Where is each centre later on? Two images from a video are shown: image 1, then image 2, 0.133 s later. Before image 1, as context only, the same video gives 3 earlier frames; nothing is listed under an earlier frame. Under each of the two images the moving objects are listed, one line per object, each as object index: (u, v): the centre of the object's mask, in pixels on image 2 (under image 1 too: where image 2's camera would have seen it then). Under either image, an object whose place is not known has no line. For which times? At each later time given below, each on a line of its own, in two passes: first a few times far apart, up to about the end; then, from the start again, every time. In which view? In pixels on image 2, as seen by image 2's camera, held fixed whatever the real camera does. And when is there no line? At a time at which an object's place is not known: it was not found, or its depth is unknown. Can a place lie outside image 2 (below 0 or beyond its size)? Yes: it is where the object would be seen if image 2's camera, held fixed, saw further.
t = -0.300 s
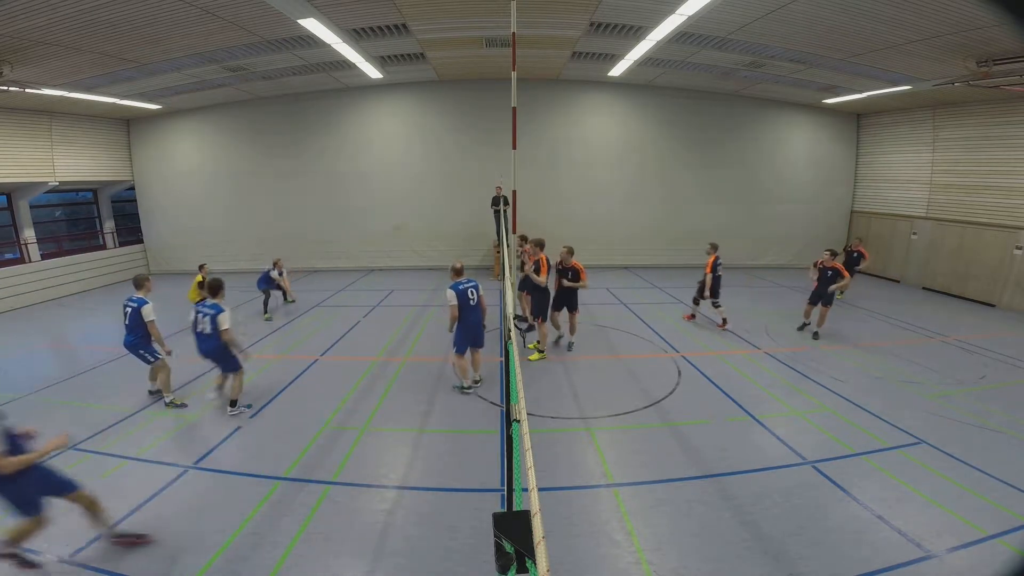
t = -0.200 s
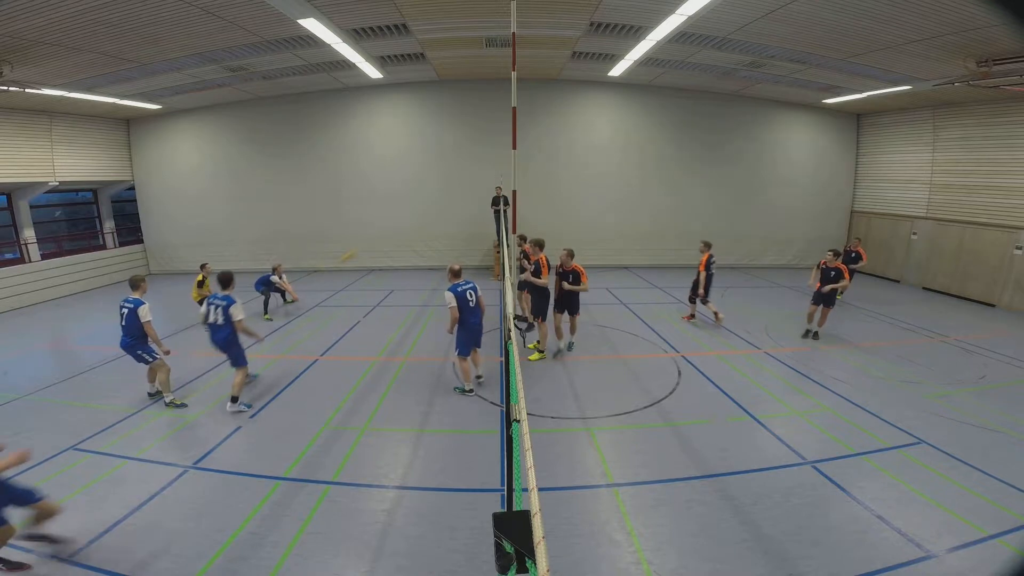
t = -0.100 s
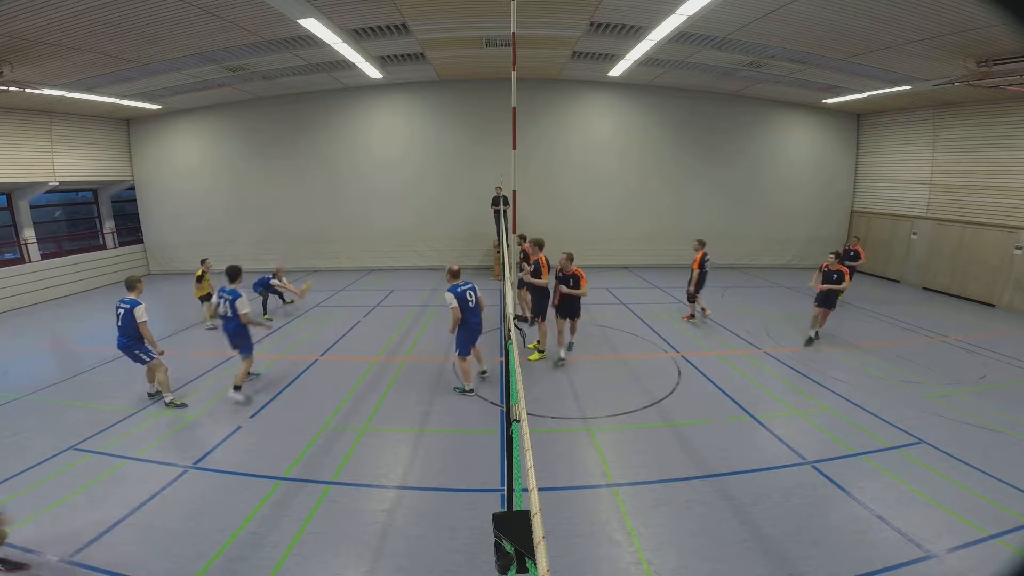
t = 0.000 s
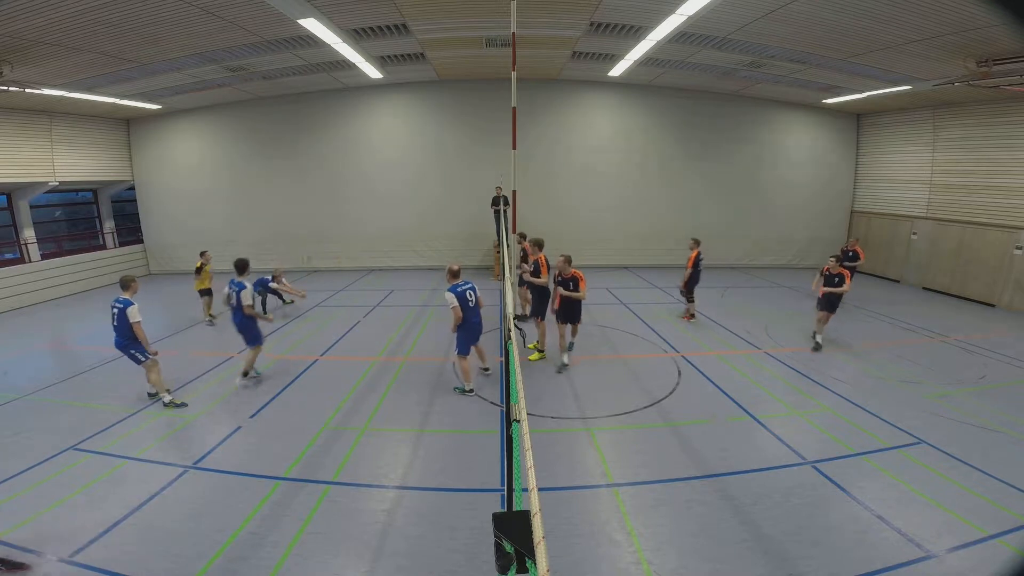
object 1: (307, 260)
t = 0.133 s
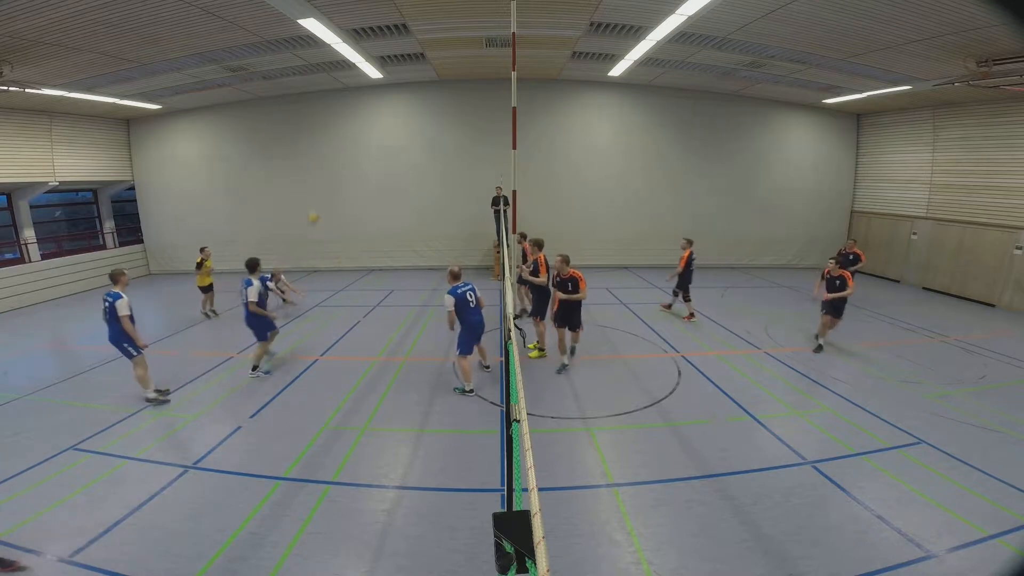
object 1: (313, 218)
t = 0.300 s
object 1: (326, 175)
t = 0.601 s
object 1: (356, 125)
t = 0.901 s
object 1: (387, 113)
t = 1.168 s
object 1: (420, 140)
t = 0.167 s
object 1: (316, 208)
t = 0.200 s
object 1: (318, 201)
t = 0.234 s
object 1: (320, 192)
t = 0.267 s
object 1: (323, 184)
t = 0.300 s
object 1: (326, 175)
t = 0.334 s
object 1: (331, 167)
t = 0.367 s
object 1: (333, 160)
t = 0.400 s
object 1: (336, 154)
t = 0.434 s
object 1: (339, 149)
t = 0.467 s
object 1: (341, 143)
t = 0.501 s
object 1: (345, 137)
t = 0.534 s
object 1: (349, 134)
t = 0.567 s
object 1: (353, 129)
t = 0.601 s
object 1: (356, 125)
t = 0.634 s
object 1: (359, 122)
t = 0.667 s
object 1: (362, 119)
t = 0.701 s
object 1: (366, 117)
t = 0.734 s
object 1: (369, 115)
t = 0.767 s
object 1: (373, 114)
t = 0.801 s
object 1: (378, 113)
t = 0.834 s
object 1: (380, 112)
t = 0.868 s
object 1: (384, 113)
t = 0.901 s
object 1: (387, 113)
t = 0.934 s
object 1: (390, 115)
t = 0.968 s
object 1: (395, 116)
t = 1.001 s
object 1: (399, 119)
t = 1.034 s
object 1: (403, 121)
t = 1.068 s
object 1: (406, 125)
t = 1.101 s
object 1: (410, 129)
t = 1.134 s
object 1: (416, 135)
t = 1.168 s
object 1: (420, 140)
